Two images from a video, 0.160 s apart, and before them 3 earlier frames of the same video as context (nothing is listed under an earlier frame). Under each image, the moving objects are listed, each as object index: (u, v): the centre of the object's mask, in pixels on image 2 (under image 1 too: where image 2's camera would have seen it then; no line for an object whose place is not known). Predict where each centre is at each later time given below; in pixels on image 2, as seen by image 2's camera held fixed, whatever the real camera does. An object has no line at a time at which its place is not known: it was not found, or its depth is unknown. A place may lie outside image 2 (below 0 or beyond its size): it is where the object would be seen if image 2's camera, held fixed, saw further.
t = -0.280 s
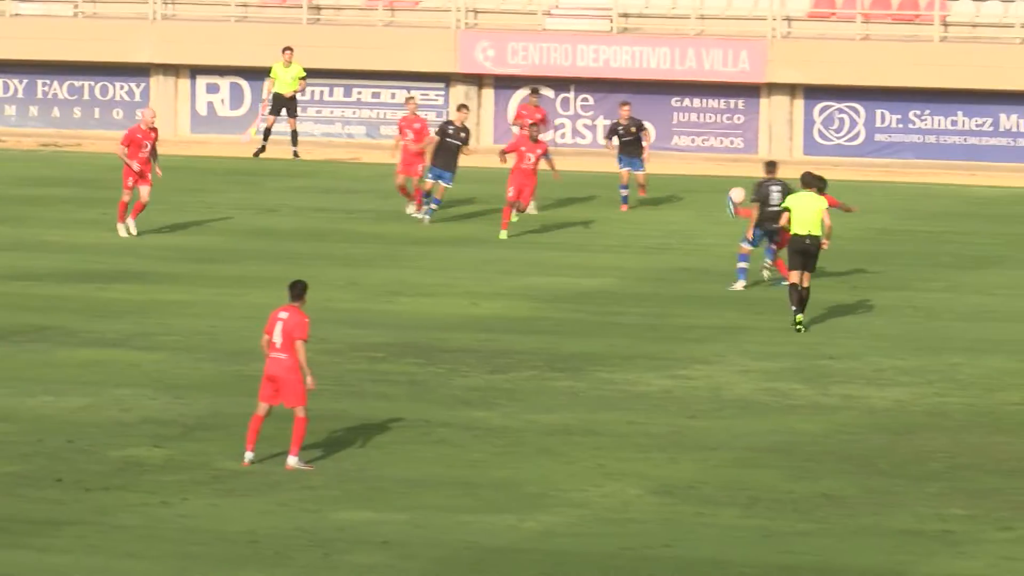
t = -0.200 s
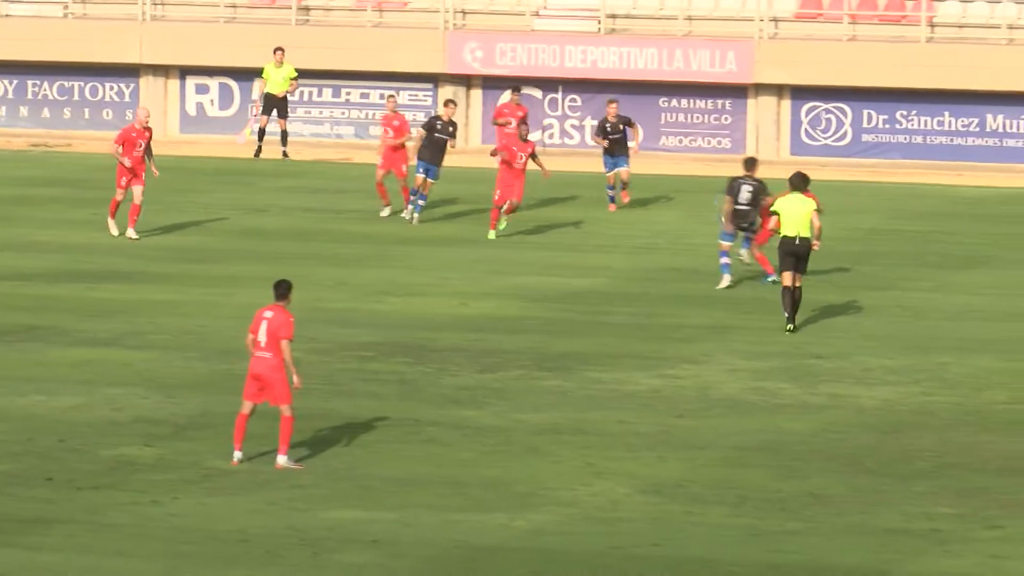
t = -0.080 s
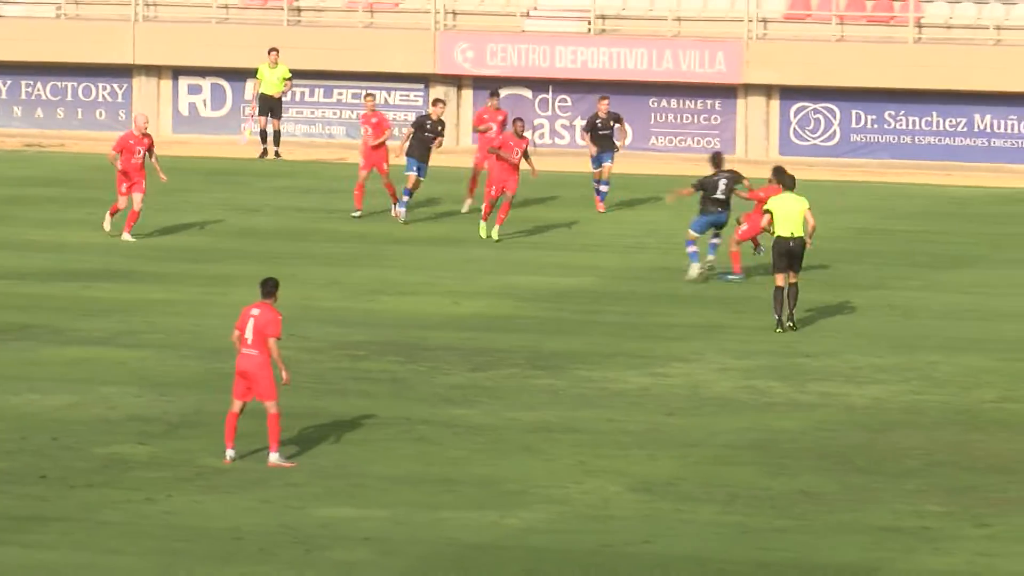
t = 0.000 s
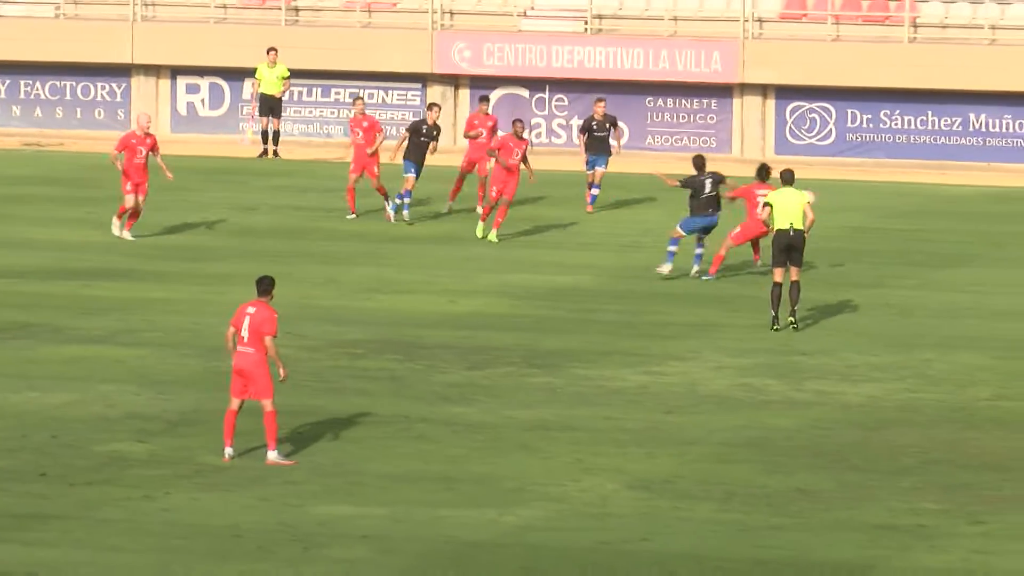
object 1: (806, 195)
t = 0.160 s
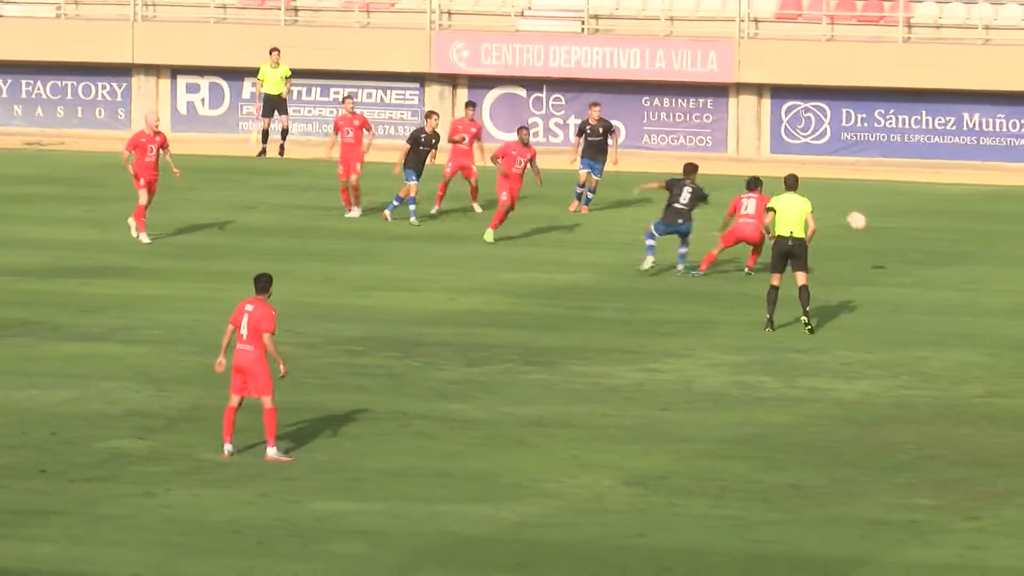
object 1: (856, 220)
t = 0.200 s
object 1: (869, 229)
